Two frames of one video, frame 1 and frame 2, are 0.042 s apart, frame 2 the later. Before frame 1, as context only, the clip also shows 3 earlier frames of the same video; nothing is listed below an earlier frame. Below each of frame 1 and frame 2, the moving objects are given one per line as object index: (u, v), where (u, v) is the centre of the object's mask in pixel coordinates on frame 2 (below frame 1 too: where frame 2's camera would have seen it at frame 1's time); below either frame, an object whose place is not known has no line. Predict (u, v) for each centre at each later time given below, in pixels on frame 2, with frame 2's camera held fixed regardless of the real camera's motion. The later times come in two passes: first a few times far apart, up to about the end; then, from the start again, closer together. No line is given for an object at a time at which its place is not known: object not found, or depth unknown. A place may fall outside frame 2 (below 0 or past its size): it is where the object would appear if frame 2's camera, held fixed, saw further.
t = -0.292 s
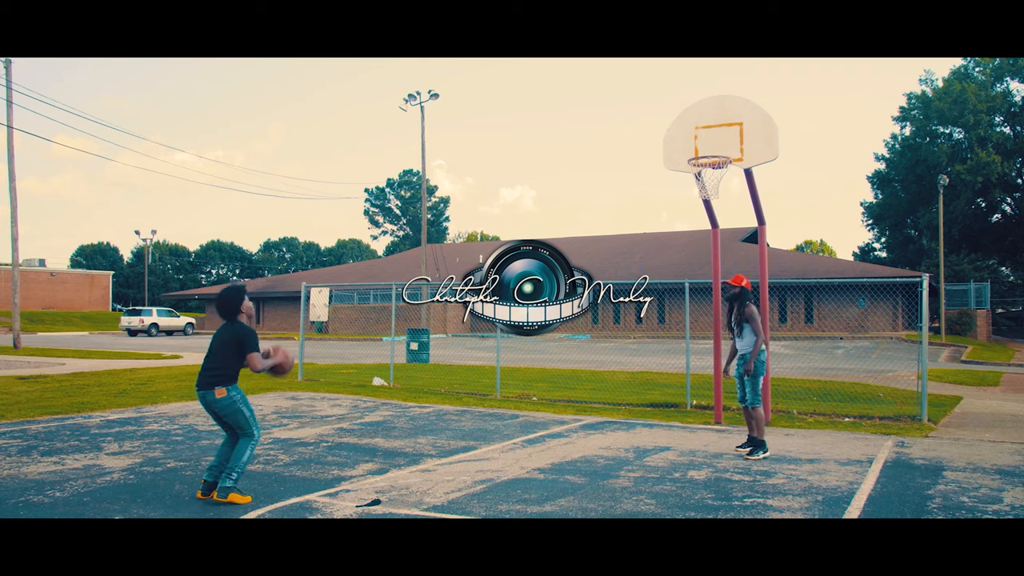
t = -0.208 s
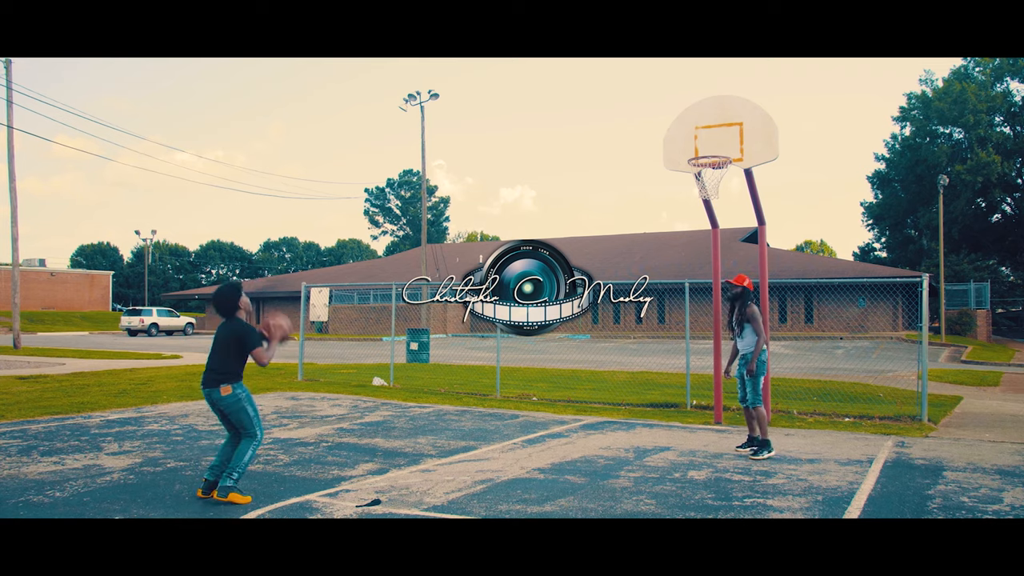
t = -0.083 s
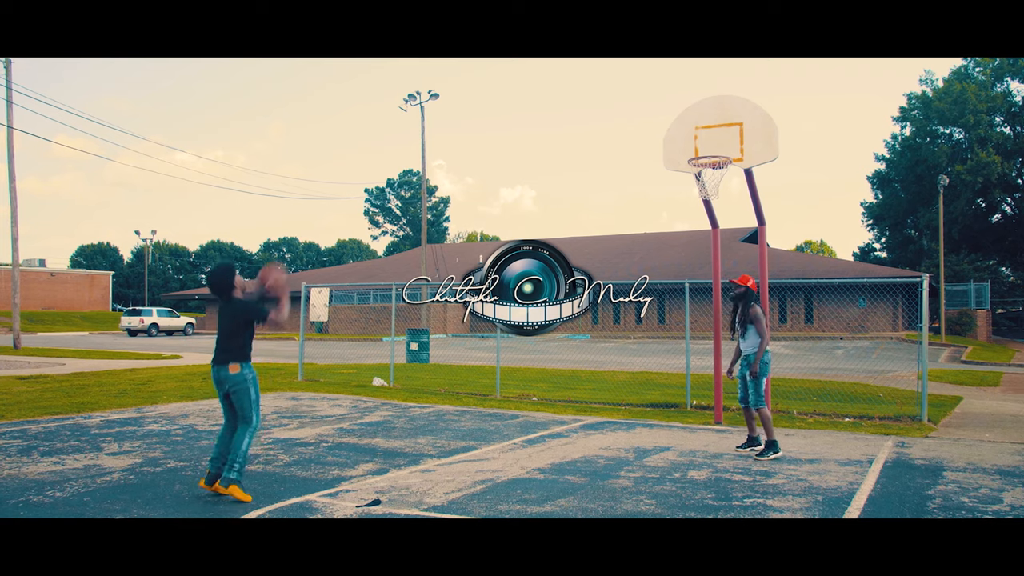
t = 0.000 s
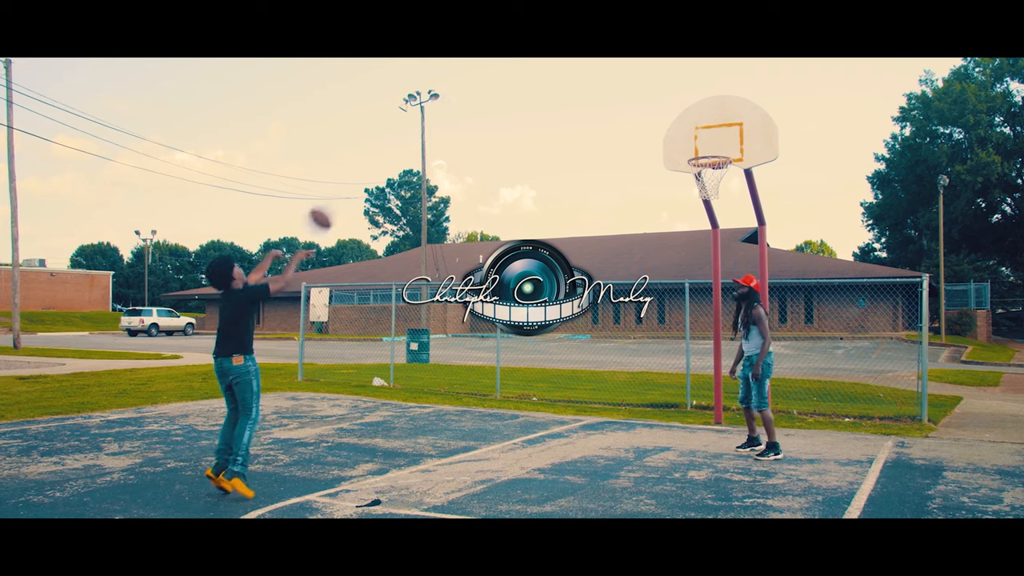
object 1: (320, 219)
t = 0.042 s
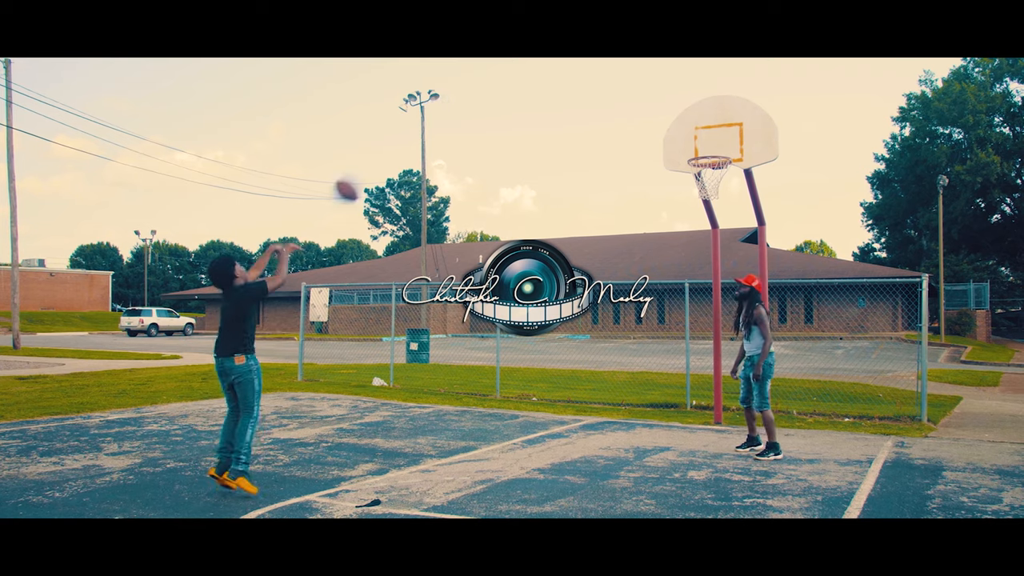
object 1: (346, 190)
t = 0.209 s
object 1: (439, 109)
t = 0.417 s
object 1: (535, 65)
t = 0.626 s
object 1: (614, 65)
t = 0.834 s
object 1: (681, 101)
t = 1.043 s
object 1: (712, 149)
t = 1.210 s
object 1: (690, 142)
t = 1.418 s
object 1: (668, 157)
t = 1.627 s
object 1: (651, 204)
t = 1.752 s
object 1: (642, 251)
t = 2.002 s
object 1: (622, 384)
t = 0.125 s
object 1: (394, 144)
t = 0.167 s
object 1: (417, 125)
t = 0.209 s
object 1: (439, 109)
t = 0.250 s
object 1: (460, 95)
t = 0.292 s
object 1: (480, 84)
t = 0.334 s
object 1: (499, 75)
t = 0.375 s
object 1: (517, 68)
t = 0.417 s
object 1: (535, 65)
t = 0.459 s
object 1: (552, 63)
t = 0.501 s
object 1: (569, 62)
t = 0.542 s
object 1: (584, 62)
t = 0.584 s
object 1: (599, 63)
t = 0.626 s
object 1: (614, 65)
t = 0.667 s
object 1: (629, 68)
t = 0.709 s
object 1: (642, 74)
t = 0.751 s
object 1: (656, 82)
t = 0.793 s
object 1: (669, 91)
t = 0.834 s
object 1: (681, 101)
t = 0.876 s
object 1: (693, 112)
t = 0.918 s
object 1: (705, 125)
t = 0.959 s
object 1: (713, 136)
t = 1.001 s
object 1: (713, 142)
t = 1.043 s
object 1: (712, 149)
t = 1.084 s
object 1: (707, 148)
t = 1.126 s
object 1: (701, 145)
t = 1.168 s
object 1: (695, 143)
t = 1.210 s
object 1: (690, 142)
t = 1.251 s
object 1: (684, 143)
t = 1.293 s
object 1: (679, 146)
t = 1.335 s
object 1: (674, 149)
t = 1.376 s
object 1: (671, 152)
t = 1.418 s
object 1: (668, 157)
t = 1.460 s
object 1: (664, 163)
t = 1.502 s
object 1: (661, 171)
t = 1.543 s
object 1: (658, 181)
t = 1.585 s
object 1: (655, 191)
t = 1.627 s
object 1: (651, 204)
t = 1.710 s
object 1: (645, 235)
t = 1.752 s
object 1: (642, 251)
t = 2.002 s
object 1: (622, 384)
